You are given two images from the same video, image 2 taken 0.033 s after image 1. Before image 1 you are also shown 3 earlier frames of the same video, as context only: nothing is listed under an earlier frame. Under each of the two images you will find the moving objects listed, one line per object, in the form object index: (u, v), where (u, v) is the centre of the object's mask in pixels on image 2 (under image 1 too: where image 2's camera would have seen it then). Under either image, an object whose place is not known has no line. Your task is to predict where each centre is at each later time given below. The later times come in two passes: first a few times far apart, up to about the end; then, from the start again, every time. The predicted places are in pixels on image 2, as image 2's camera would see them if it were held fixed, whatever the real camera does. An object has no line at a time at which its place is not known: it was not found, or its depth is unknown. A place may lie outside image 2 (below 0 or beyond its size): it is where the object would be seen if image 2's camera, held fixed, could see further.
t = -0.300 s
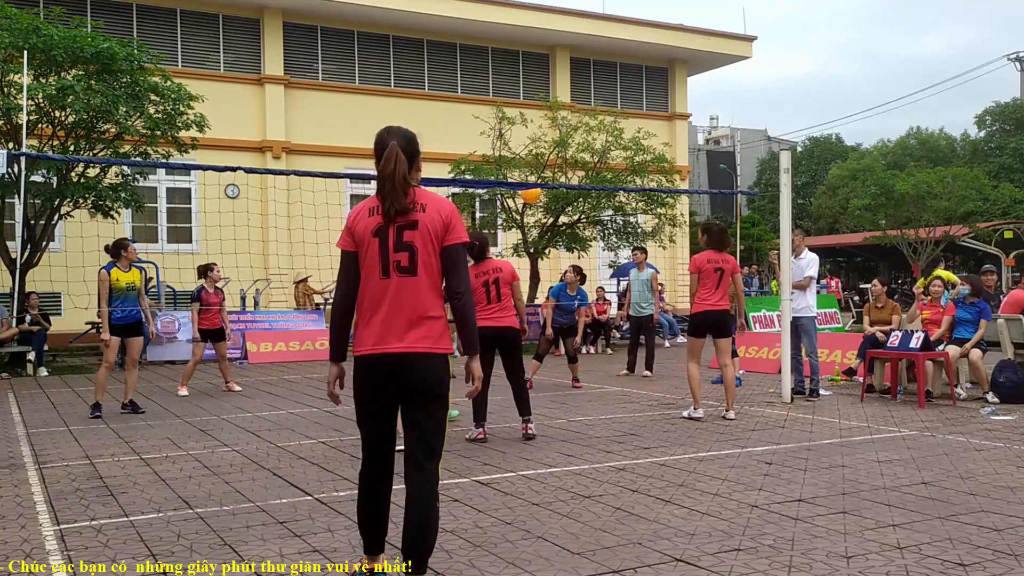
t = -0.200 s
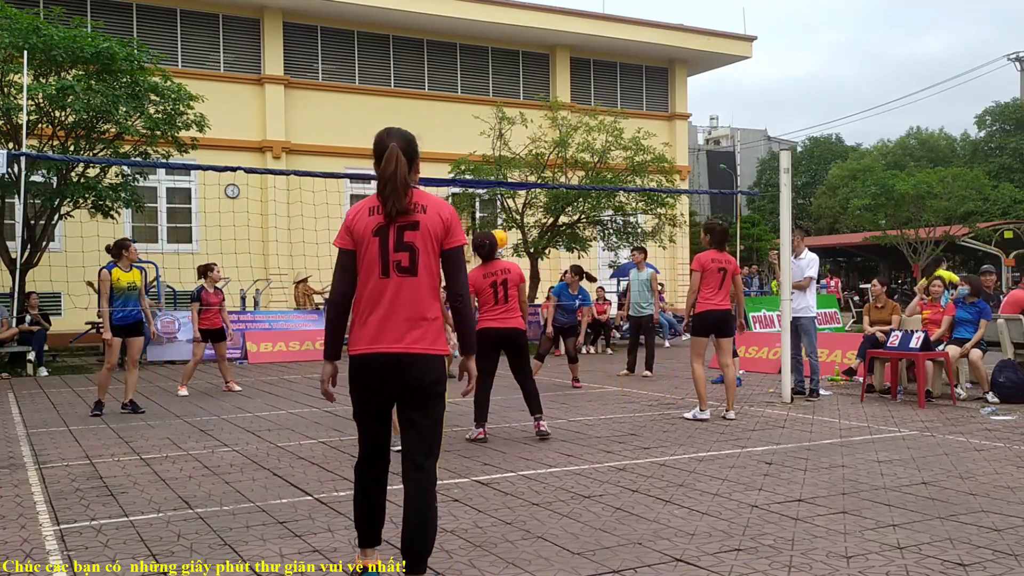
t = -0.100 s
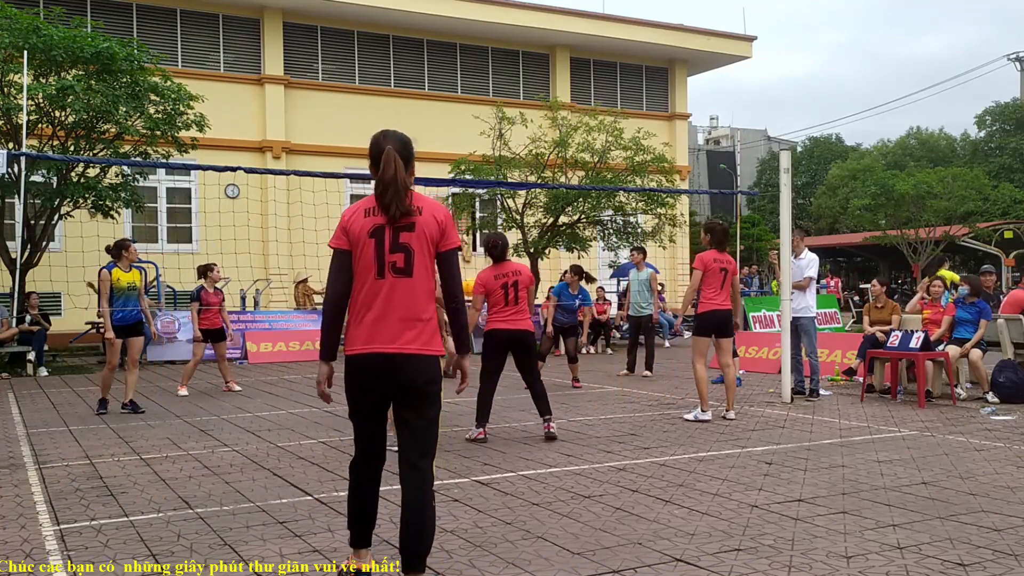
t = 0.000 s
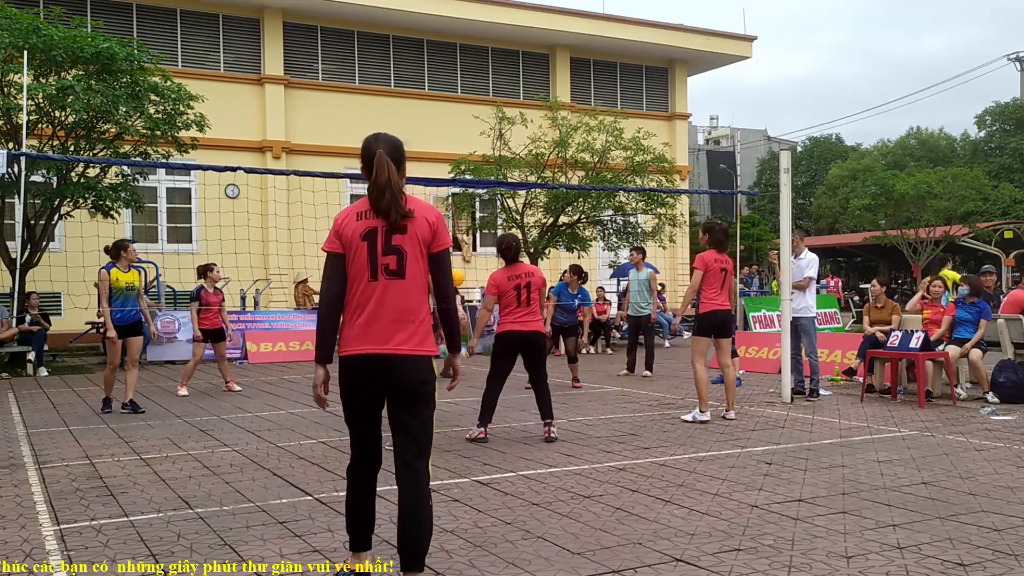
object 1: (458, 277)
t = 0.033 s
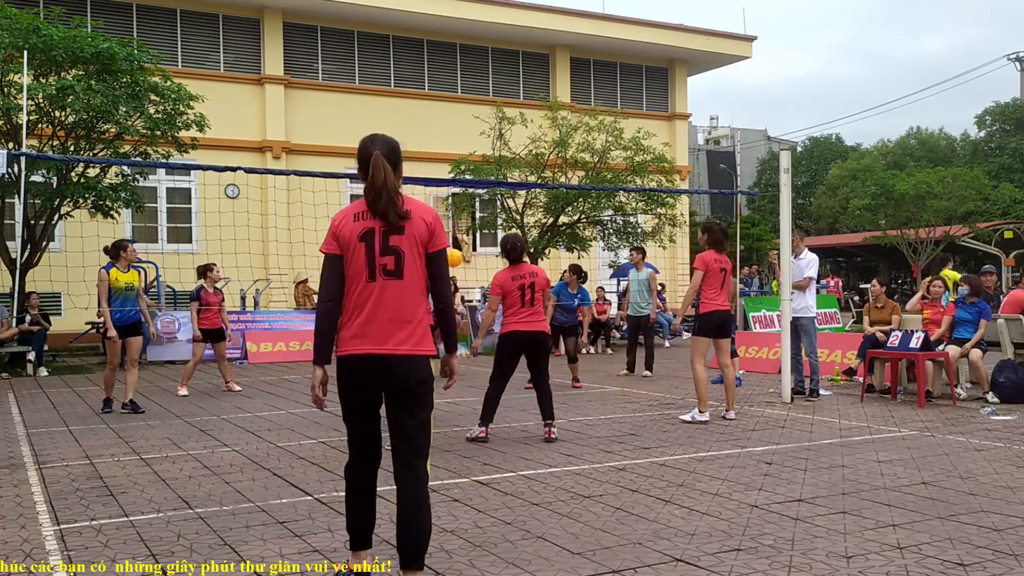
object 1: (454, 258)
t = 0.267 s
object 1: (438, 143)
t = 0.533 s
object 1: (420, 60)
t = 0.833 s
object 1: (397, 35)
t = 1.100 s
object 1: (375, 84)
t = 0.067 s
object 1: (452, 239)
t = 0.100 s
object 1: (449, 221)
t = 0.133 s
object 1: (446, 204)
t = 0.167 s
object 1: (444, 192)
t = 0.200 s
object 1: (442, 171)
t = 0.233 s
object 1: (440, 157)
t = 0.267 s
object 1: (438, 143)
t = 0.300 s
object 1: (436, 130)
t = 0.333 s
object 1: (434, 117)
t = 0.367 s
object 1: (431, 105)
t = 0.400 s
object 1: (429, 95)
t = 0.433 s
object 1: (427, 84)
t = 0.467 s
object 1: (425, 76)
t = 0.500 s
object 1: (423, 67)
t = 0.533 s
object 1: (420, 60)
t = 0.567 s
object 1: (418, 54)
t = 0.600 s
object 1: (416, 48)
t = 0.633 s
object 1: (413, 43)
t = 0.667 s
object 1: (411, 39)
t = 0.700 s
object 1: (408, 36)
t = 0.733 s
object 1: (405, 34)
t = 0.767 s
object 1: (402, 33)
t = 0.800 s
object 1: (400, 33)
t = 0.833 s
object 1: (397, 35)
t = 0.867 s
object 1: (394, 37)
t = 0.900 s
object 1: (392, 40)
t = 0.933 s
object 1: (389, 44)
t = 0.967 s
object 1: (386, 50)
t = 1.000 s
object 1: (384, 56)
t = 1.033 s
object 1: (381, 64)
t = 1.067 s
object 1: (378, 73)
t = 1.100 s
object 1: (375, 84)
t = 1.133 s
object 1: (372, 95)
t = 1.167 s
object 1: (369, 109)
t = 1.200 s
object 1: (367, 123)
